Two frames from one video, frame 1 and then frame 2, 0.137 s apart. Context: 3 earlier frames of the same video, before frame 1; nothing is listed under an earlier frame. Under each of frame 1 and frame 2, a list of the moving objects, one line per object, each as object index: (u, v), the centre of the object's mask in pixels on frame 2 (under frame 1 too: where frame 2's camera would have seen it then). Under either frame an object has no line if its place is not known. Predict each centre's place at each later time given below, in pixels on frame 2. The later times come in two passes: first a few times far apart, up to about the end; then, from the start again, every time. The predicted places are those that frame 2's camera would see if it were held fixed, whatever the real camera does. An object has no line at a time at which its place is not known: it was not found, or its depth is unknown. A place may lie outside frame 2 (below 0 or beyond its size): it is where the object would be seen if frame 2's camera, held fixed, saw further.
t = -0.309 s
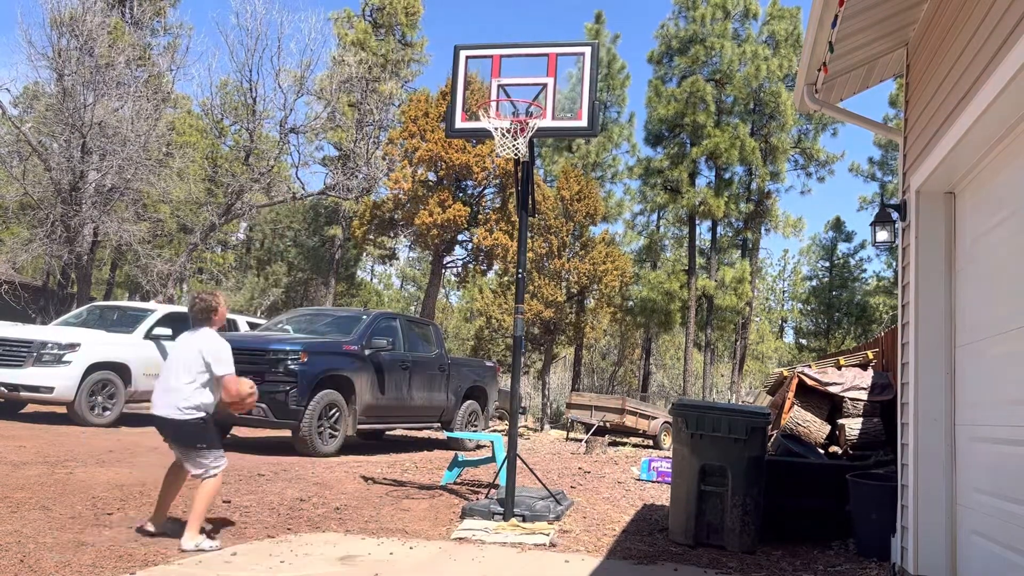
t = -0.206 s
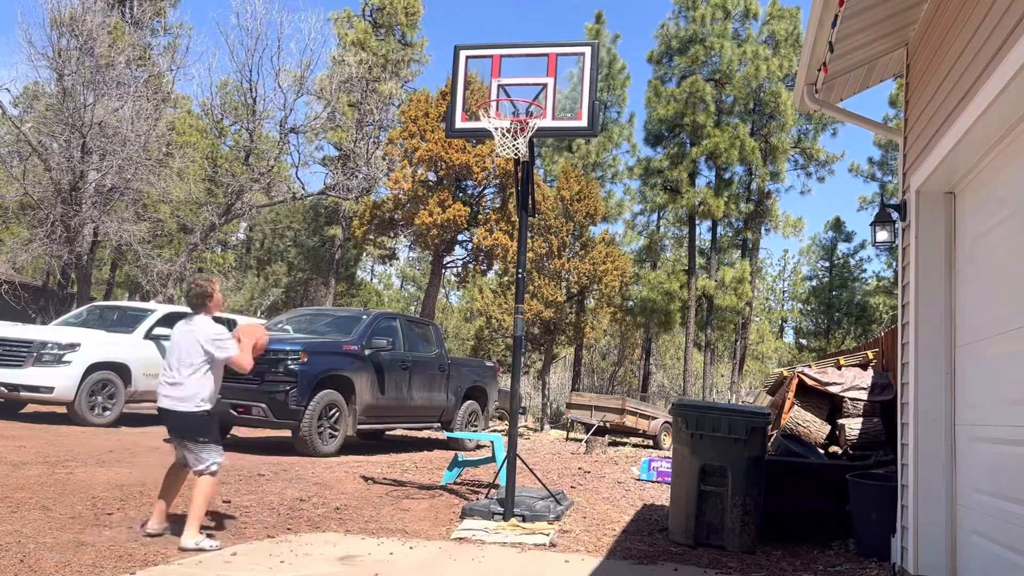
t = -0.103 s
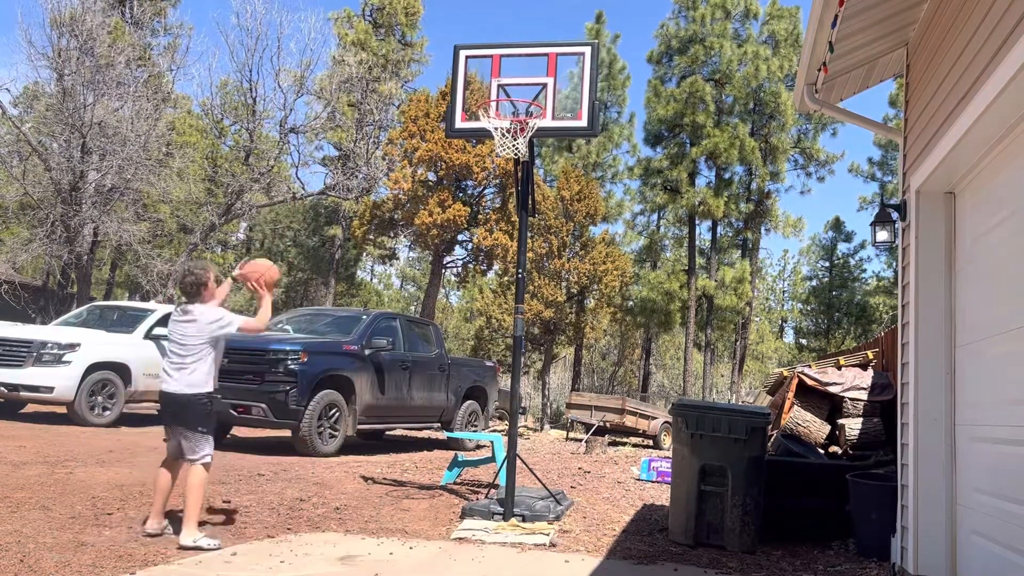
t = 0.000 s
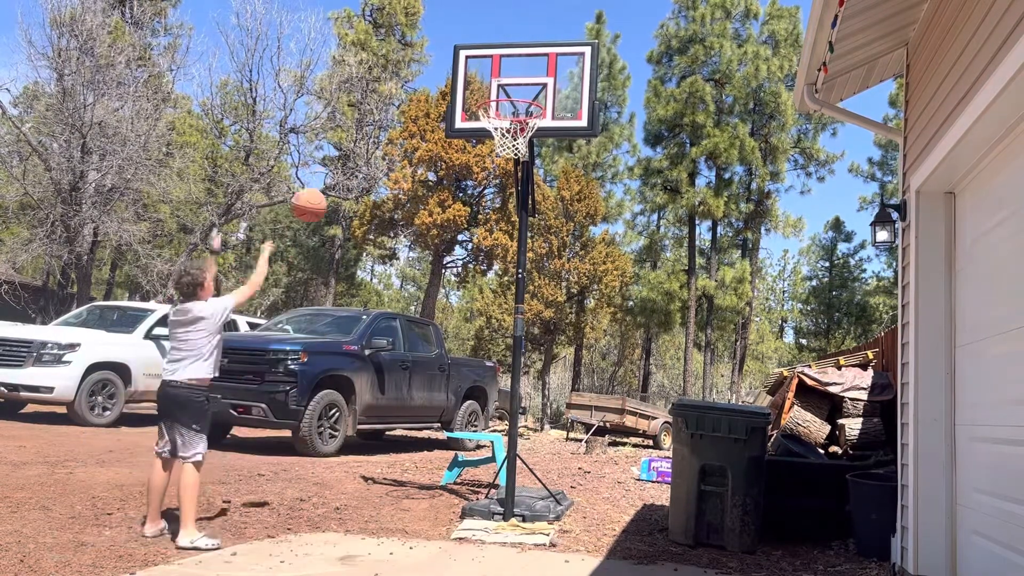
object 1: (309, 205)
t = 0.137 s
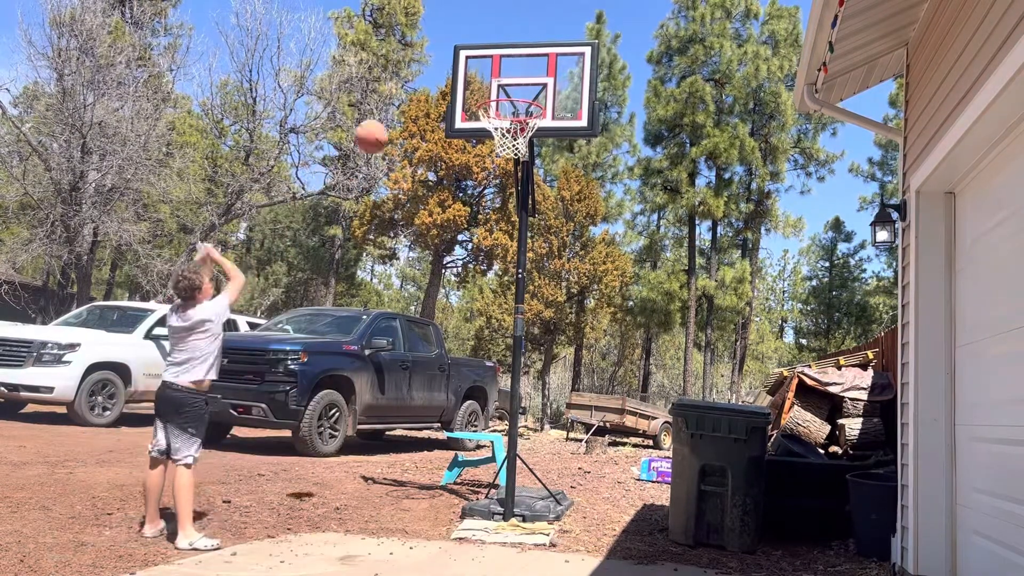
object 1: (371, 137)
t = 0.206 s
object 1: (400, 112)
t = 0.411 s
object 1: (476, 79)
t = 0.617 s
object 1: (499, 83)
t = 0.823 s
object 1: (511, 143)
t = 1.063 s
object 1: (501, 238)
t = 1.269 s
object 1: (490, 371)
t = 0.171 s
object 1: (386, 123)
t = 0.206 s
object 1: (400, 112)
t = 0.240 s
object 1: (413, 103)
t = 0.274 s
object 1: (426, 96)
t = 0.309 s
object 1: (439, 89)
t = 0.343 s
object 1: (451, 85)
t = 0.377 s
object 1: (464, 81)
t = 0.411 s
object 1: (476, 79)
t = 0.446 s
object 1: (481, 77)
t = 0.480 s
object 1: (484, 76)
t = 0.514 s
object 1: (488, 76)
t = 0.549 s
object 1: (492, 77)
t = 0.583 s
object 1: (496, 79)
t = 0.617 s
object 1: (499, 83)
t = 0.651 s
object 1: (505, 97)
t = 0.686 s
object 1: (511, 106)
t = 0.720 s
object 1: (513, 119)
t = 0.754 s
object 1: (512, 128)
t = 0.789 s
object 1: (512, 136)
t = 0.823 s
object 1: (511, 143)
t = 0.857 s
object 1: (510, 155)
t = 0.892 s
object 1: (508, 163)
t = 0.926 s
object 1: (508, 175)
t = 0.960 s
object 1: (506, 190)
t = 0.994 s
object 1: (505, 205)
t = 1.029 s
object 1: (503, 220)
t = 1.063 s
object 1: (501, 238)
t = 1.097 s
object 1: (500, 257)
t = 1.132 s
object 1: (498, 277)
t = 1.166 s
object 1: (496, 298)
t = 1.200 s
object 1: (494, 321)
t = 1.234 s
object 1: (492, 345)
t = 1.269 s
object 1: (490, 371)
